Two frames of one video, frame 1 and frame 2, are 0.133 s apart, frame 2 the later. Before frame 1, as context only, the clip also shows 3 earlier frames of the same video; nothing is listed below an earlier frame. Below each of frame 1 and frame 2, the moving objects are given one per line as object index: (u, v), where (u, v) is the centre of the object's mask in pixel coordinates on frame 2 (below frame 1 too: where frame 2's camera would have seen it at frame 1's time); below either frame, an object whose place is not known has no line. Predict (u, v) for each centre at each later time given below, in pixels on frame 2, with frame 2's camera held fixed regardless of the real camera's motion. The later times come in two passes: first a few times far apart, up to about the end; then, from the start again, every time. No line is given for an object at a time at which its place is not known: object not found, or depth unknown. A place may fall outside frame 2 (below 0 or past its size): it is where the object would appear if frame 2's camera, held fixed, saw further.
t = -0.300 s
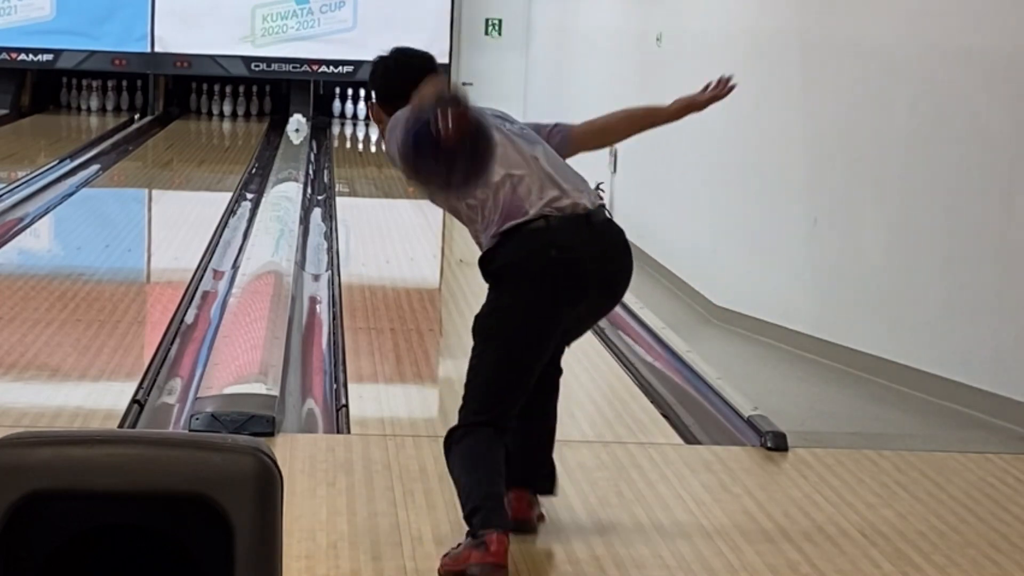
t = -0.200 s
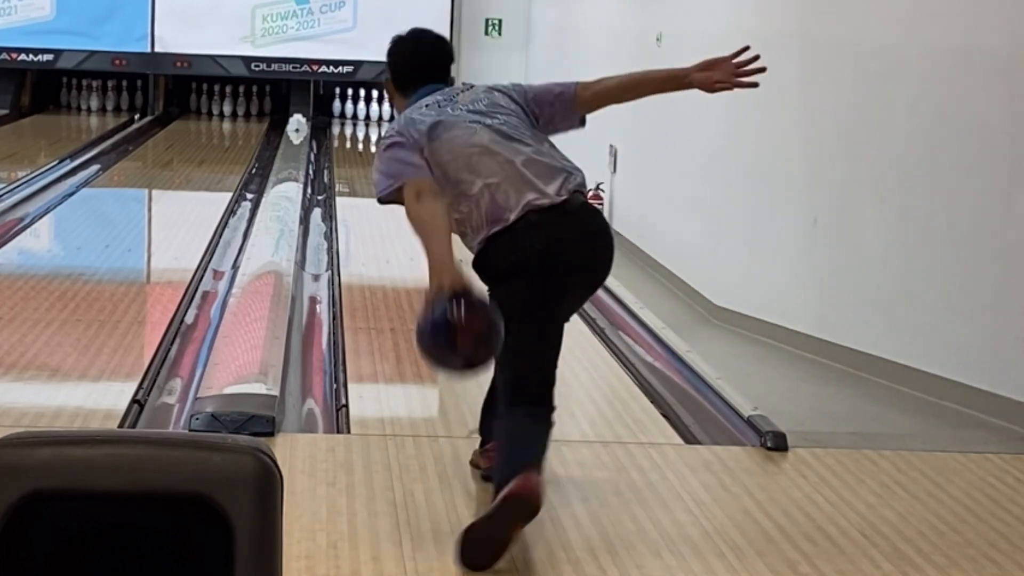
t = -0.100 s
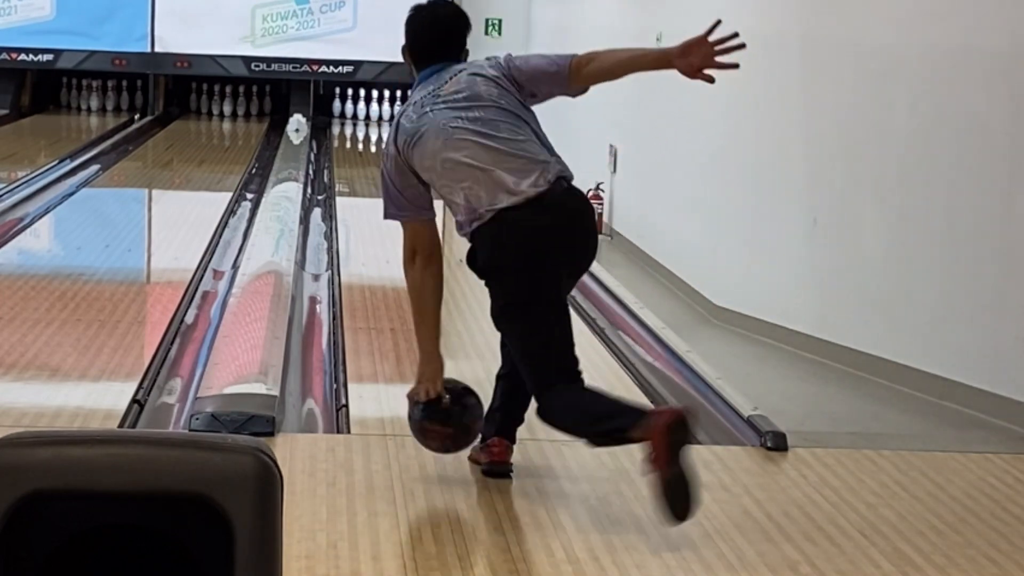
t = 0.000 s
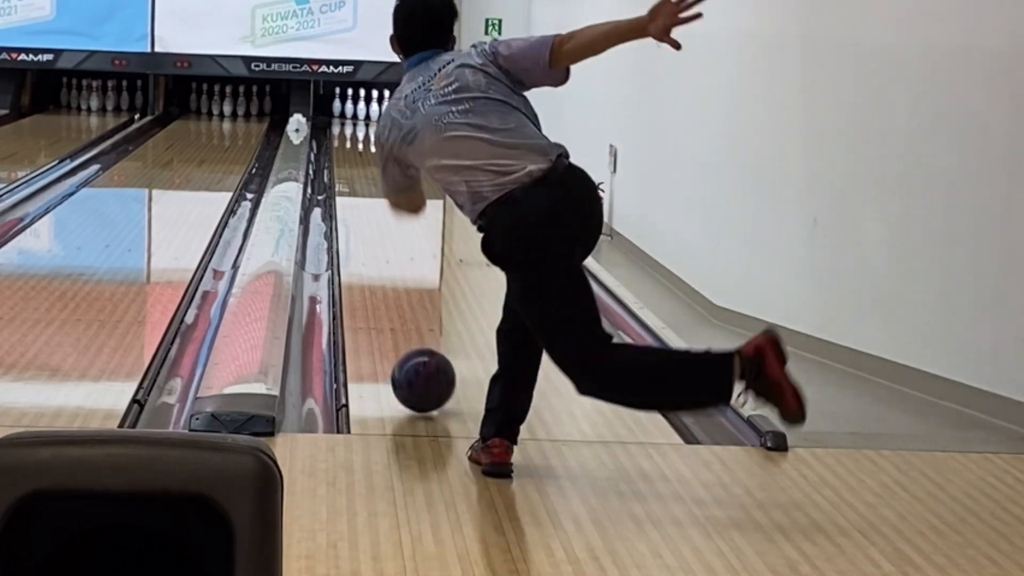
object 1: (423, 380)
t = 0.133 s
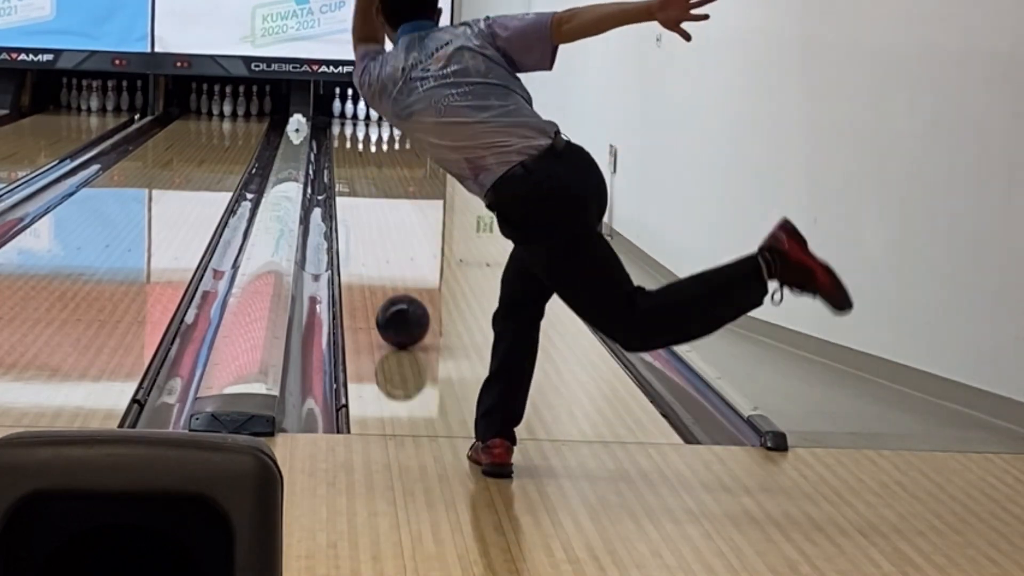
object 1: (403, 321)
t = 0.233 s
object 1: (392, 288)
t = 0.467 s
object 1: (374, 232)
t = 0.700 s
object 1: (363, 196)
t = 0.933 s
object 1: (356, 171)
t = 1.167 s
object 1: (353, 152)
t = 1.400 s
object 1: (351, 137)
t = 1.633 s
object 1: (353, 126)
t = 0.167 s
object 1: (399, 309)
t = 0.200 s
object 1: (395, 298)
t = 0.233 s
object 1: (392, 288)
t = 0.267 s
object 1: (389, 278)
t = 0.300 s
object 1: (386, 269)
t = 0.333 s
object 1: (383, 261)
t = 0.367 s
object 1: (380, 253)
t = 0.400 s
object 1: (378, 246)
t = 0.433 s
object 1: (376, 239)
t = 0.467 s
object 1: (374, 232)
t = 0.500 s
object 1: (372, 226)
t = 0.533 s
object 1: (370, 220)
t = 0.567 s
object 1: (361, 214)
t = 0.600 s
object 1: (367, 210)
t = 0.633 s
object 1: (365, 205)
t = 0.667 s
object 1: (364, 201)
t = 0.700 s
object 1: (363, 196)
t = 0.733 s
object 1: (361, 192)
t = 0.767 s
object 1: (360, 188)
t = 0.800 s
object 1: (360, 184)
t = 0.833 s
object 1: (359, 181)
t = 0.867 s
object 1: (357, 177)
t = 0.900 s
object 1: (357, 174)
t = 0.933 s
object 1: (356, 171)
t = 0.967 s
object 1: (355, 168)
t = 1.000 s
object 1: (355, 165)
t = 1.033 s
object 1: (354, 162)
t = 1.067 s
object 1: (354, 160)
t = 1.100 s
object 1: (354, 157)
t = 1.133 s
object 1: (353, 154)
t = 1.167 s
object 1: (353, 152)
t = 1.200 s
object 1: (353, 149)
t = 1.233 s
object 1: (352, 147)
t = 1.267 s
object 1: (352, 145)
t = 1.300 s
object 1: (352, 143)
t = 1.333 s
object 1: (352, 140)
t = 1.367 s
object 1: (352, 139)
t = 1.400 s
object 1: (351, 137)
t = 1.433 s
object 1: (352, 135)
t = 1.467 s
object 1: (352, 133)
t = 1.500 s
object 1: (352, 131)
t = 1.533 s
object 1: (352, 130)
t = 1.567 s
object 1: (353, 129)
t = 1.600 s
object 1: (354, 127)
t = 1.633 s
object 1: (353, 126)
